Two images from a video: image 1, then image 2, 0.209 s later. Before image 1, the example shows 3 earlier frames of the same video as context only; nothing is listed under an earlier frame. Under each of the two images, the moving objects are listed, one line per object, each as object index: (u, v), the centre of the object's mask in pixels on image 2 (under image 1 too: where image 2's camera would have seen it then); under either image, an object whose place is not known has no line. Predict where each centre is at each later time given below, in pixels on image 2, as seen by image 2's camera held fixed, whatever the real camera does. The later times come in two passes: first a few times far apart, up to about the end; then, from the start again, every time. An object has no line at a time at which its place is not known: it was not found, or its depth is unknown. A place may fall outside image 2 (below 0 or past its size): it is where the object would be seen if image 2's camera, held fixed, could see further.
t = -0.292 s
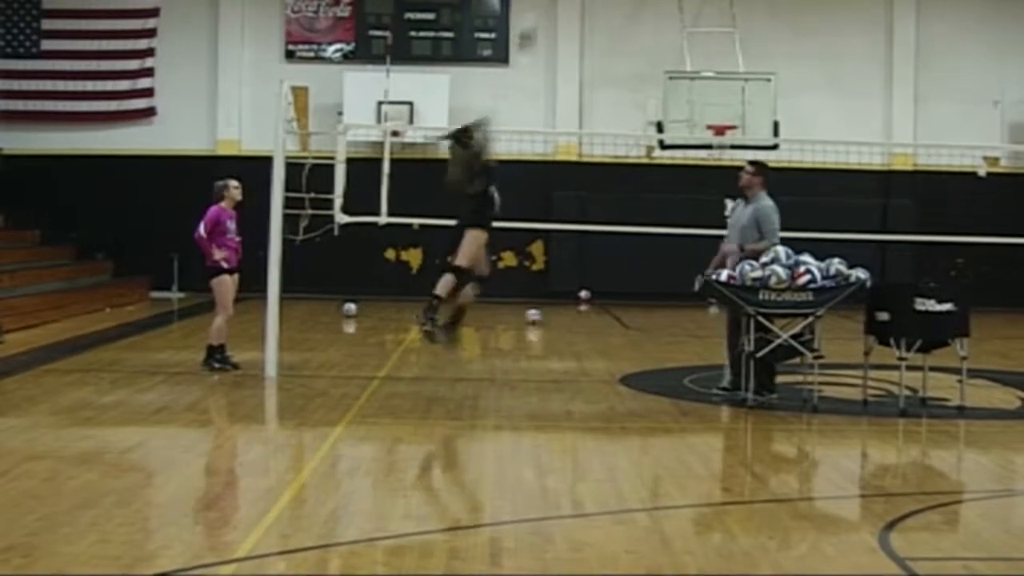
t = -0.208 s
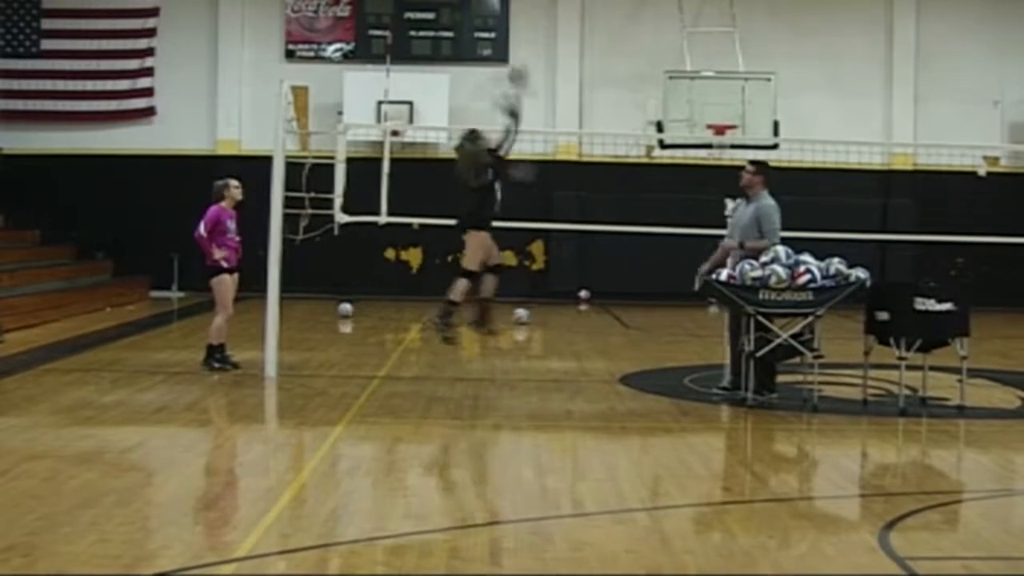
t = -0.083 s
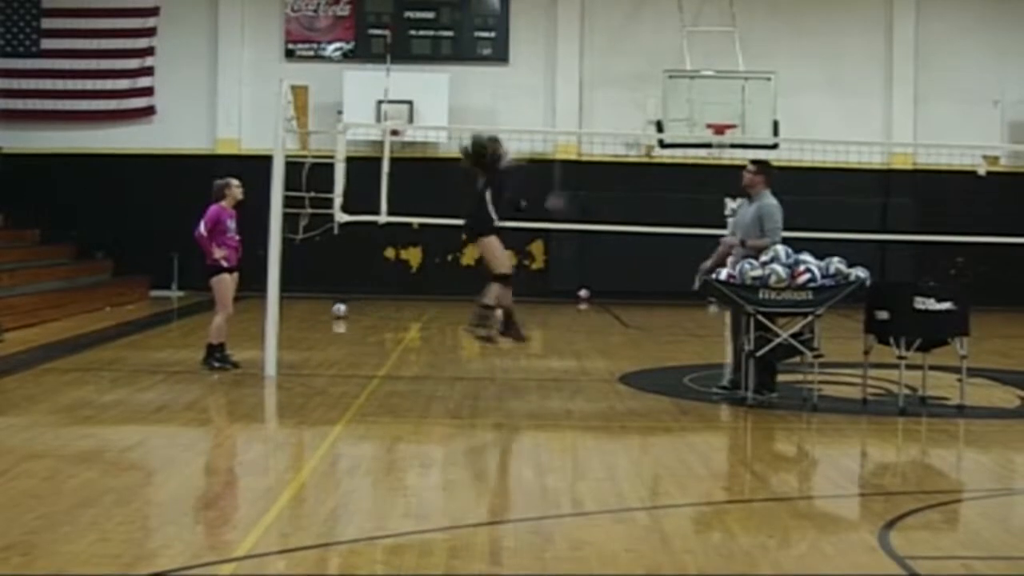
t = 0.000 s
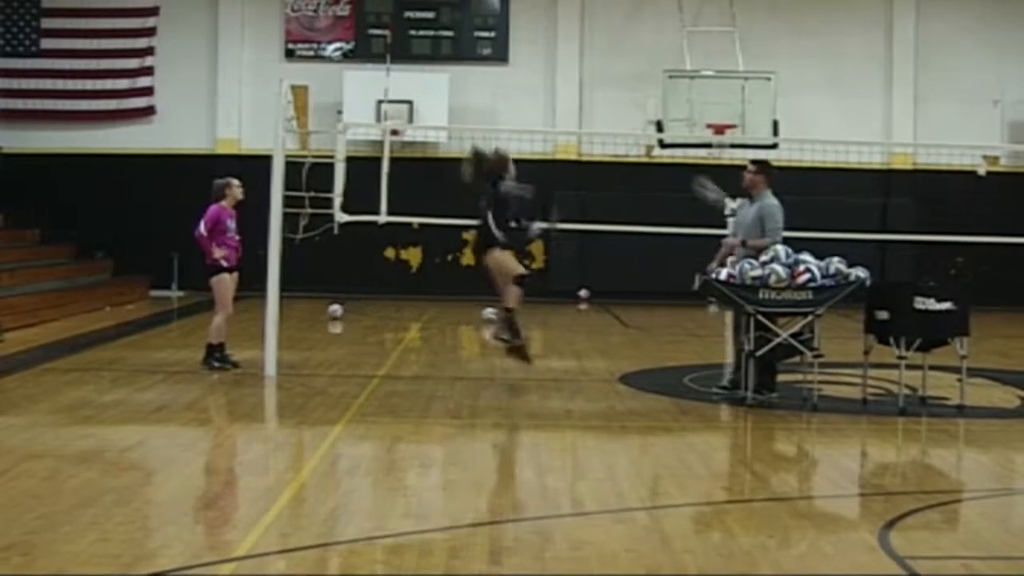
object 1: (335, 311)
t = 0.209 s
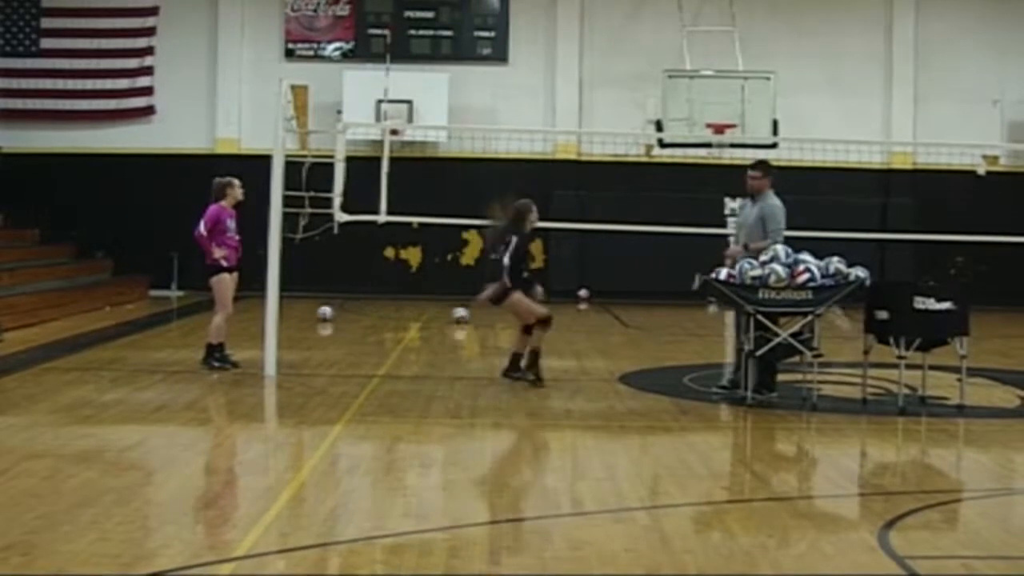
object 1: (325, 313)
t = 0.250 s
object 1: (323, 314)
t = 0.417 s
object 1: (314, 315)
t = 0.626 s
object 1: (304, 317)
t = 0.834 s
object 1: (292, 320)
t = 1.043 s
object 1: (283, 322)
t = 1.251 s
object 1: (261, 325)
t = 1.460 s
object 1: (254, 327)
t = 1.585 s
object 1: (245, 329)
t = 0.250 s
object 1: (323, 314)
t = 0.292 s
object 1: (321, 314)
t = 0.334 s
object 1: (318, 315)
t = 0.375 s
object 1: (316, 315)
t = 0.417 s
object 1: (314, 315)
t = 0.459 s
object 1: (312, 316)
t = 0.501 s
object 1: (310, 316)
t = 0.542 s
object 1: (307, 317)
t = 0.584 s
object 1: (305, 317)
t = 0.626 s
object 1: (304, 317)
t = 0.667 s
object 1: (301, 318)
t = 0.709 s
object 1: (299, 318)
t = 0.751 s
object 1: (297, 319)
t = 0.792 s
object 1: (295, 320)
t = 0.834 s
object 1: (292, 320)
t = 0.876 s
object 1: (290, 321)
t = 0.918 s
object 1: (287, 321)
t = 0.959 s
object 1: (286, 321)
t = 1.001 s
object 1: (285, 322)
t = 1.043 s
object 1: (283, 322)
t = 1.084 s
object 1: (281, 321)
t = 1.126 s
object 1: (281, 322)
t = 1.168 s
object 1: (279, 322)
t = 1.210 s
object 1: (262, 325)
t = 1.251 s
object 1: (261, 325)
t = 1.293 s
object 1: (260, 325)
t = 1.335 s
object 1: (258, 326)
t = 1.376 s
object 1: (257, 326)
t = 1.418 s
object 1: (256, 327)
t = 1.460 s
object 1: (254, 327)
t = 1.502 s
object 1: (252, 327)
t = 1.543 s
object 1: (249, 328)
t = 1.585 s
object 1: (245, 329)
